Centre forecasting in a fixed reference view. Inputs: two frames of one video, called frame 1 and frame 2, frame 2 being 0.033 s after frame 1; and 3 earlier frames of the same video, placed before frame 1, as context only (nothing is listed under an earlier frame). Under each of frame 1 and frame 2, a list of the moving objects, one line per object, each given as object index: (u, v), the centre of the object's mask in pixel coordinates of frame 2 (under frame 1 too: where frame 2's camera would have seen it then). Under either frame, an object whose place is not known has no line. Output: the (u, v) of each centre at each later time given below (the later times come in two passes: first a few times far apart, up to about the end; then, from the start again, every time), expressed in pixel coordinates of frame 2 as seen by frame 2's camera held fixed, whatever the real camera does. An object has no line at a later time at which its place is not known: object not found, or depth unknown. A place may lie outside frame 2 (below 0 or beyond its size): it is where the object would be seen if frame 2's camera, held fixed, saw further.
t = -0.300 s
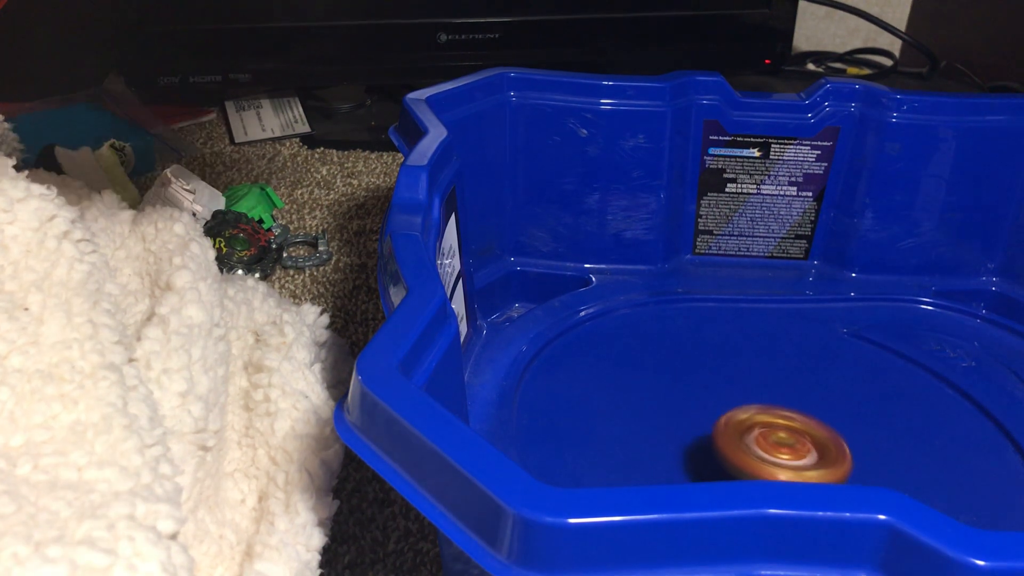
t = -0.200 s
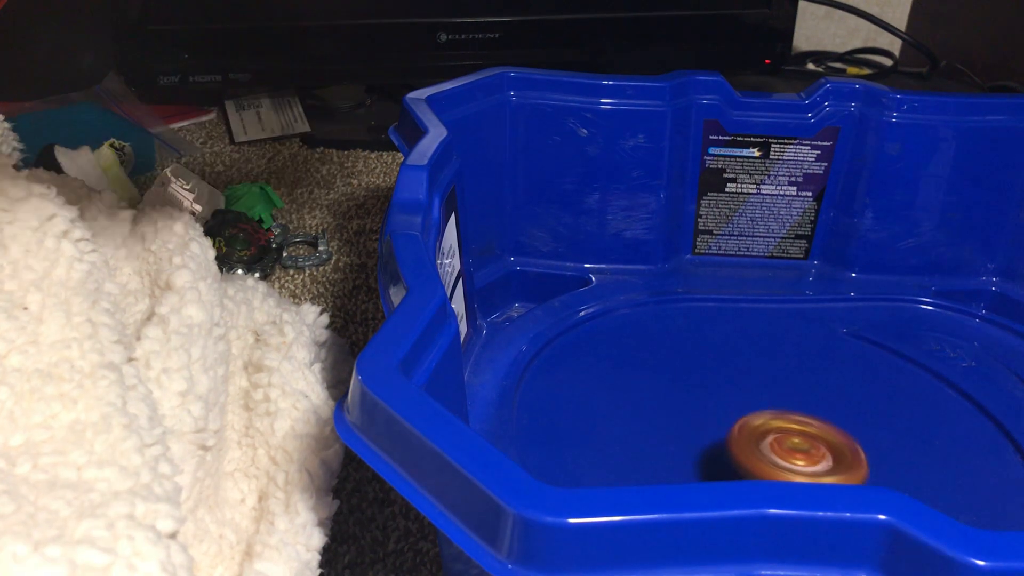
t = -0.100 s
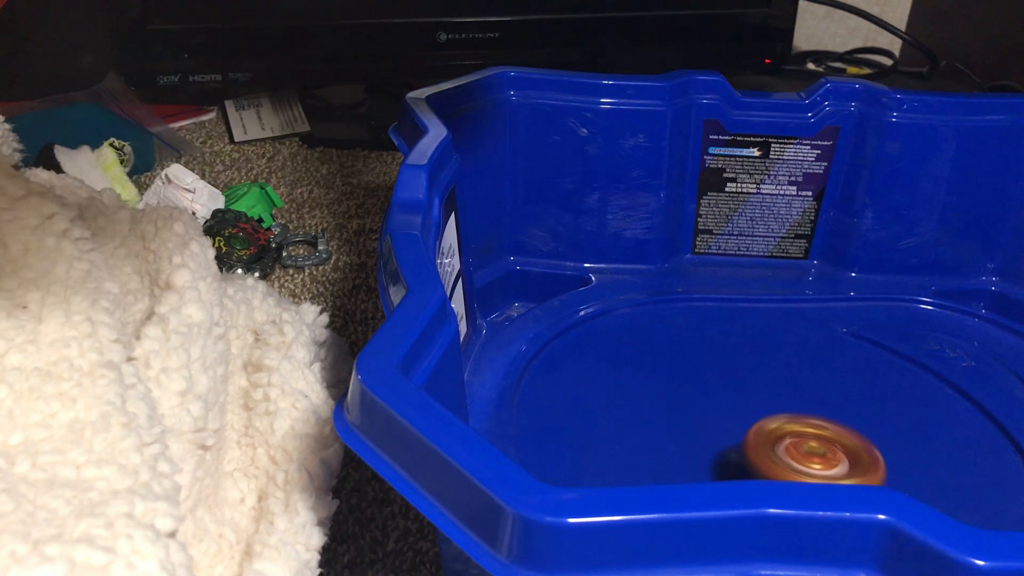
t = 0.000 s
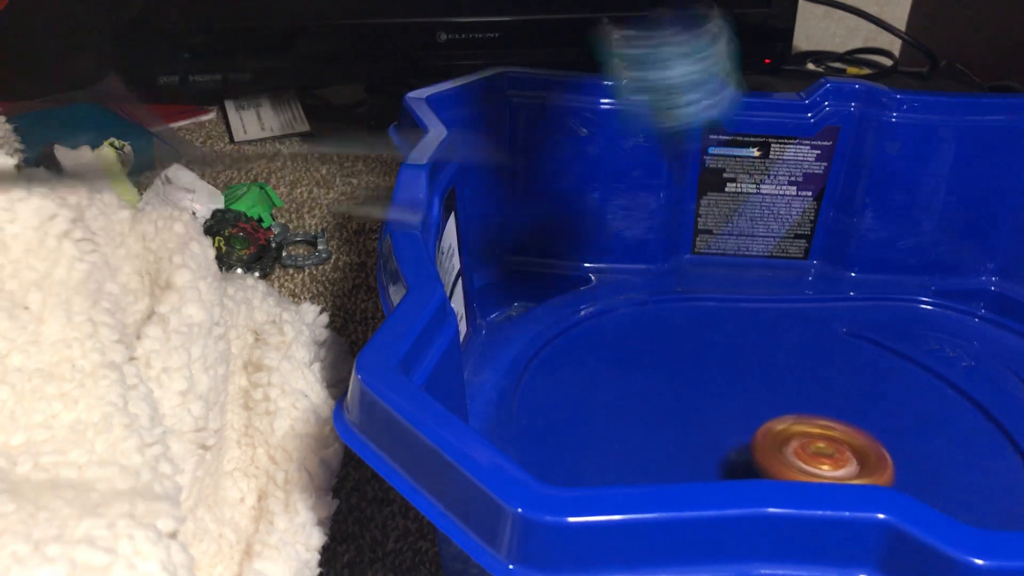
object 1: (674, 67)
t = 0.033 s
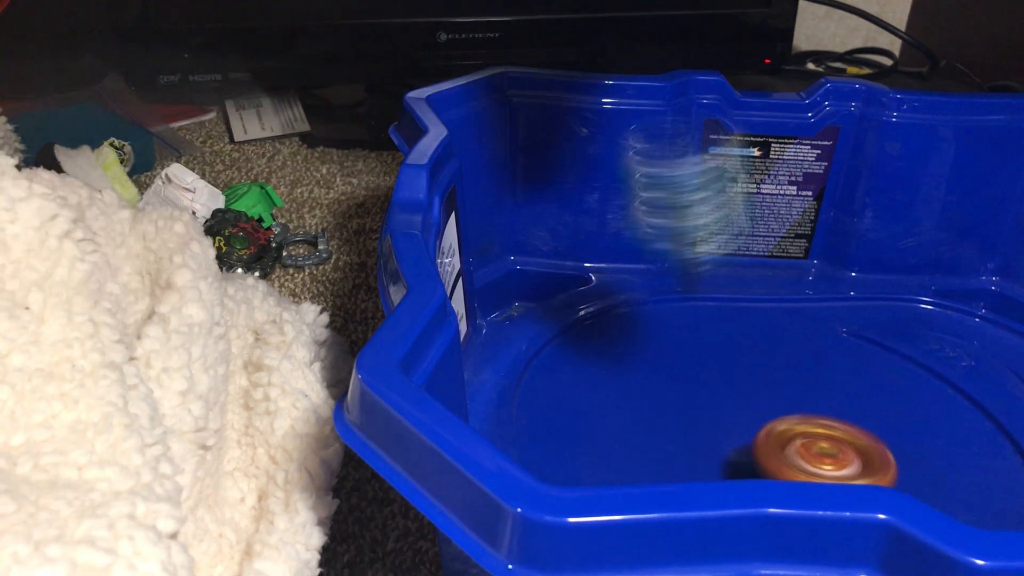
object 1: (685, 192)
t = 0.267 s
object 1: (605, 256)
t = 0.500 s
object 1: (536, 290)
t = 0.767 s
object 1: (520, 384)
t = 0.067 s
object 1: (697, 331)
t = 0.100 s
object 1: (702, 402)
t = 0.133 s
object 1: (686, 335)
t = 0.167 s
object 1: (667, 284)
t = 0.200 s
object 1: (646, 257)
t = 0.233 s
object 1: (625, 251)
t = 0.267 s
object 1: (605, 256)
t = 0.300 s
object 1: (599, 241)
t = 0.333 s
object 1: (589, 252)
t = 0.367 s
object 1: (581, 260)
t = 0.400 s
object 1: (572, 270)
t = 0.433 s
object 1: (561, 278)
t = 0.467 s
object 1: (548, 284)
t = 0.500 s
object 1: (536, 290)
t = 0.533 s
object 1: (536, 298)
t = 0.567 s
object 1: (534, 305)
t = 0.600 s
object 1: (527, 312)
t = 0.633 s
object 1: (523, 322)
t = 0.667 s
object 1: (519, 334)
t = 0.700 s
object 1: (519, 347)
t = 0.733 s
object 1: (519, 364)
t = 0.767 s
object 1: (520, 384)
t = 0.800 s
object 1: (528, 402)
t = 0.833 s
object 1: (538, 419)
